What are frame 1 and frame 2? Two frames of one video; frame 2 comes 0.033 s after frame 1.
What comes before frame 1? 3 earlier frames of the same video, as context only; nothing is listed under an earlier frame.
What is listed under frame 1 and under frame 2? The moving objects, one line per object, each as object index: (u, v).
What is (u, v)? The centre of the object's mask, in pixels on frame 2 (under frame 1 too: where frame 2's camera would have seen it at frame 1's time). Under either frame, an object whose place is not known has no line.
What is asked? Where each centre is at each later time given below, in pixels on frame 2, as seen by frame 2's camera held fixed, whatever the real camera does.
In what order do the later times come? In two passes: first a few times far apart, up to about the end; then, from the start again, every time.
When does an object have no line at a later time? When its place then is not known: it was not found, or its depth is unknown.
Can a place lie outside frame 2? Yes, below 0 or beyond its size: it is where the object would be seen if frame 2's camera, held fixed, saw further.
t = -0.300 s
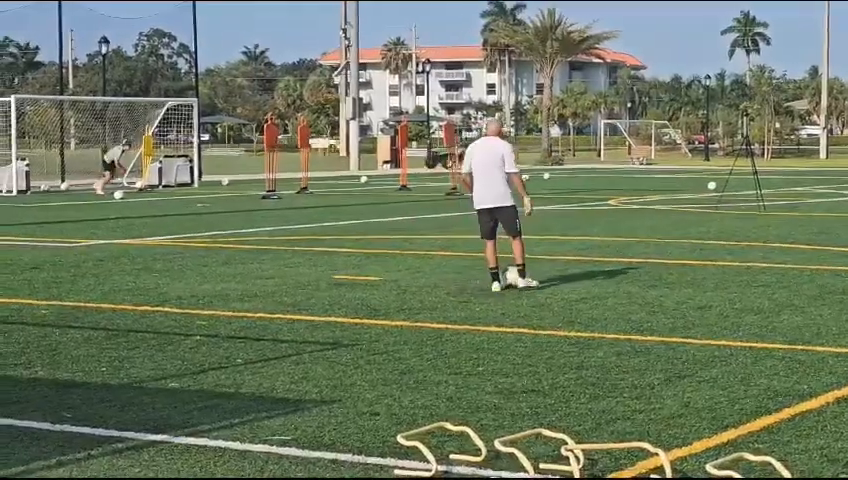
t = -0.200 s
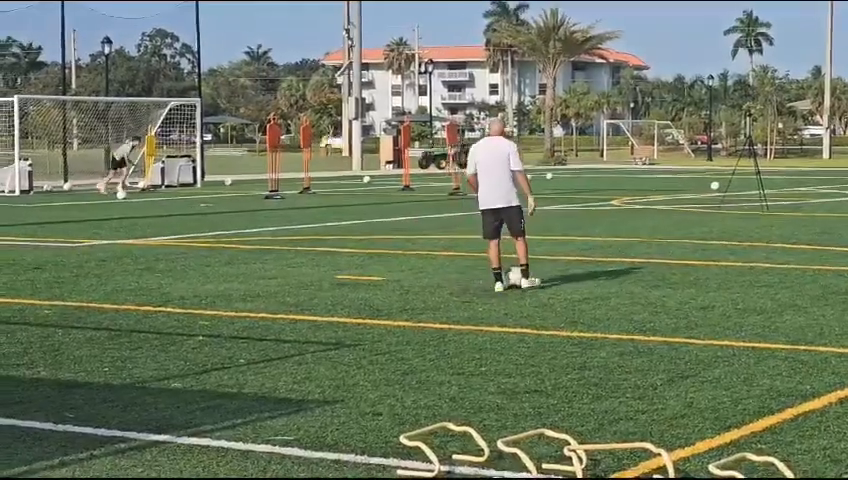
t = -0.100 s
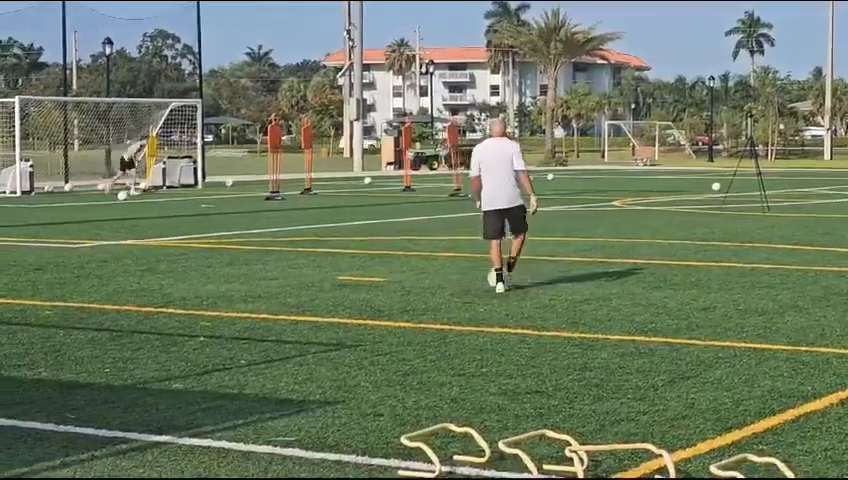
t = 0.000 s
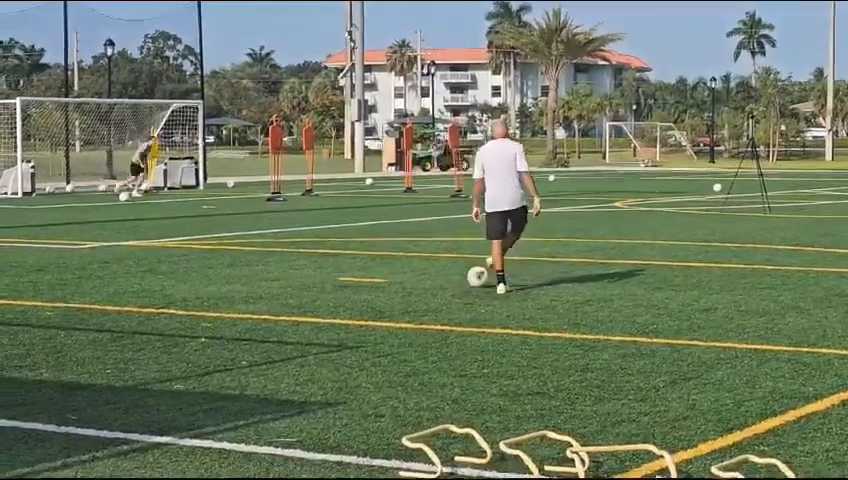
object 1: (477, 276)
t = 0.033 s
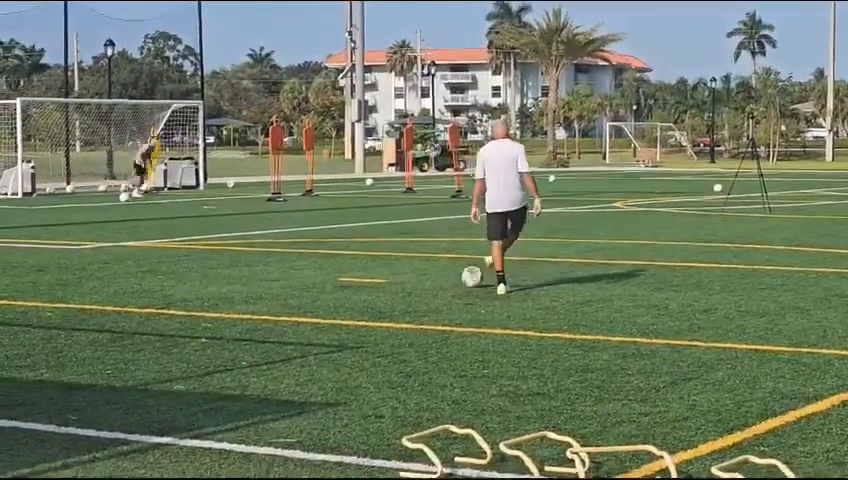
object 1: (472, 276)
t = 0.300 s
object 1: (430, 274)
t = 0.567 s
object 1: (392, 271)
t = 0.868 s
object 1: (354, 270)
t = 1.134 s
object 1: (323, 267)
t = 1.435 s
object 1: (291, 266)
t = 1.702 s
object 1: (265, 265)
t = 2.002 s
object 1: (238, 264)
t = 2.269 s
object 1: (216, 263)
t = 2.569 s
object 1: (193, 262)
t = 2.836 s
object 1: (175, 261)
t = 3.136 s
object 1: (158, 261)
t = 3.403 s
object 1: (143, 260)
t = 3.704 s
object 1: (130, 260)
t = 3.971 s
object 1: (123, 259)
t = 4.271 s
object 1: (115, 259)
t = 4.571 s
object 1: (110, 258)
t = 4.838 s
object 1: (107, 258)
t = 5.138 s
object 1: (106, 257)
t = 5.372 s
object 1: (106, 257)
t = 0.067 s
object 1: (467, 276)
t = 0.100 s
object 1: (461, 276)
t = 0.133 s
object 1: (456, 276)
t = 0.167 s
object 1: (450, 275)
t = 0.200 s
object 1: (445, 275)
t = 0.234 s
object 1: (440, 275)
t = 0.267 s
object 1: (435, 274)
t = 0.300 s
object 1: (430, 274)
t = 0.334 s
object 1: (426, 274)
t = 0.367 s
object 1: (420, 273)
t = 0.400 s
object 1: (416, 274)
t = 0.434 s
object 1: (411, 273)
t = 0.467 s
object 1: (406, 273)
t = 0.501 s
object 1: (402, 272)
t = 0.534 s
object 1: (398, 272)
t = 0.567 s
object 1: (392, 271)
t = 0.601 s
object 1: (388, 271)
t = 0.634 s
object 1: (383, 271)
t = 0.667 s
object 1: (379, 270)
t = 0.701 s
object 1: (375, 270)
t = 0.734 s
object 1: (371, 270)
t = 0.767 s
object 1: (366, 270)
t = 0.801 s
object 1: (361, 270)
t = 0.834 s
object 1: (357, 270)
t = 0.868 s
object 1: (354, 270)
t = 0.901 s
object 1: (350, 269)
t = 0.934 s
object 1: (346, 269)
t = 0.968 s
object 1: (342, 269)
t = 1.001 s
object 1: (338, 269)
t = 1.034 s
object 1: (334, 269)
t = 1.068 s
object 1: (330, 268)
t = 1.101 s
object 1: (327, 268)
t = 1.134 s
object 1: (323, 267)
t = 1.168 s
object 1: (319, 267)
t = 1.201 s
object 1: (316, 268)
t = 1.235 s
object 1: (312, 267)
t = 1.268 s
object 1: (309, 267)
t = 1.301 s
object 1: (305, 267)
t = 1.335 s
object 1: (301, 266)
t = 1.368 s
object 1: (298, 266)
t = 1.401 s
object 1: (294, 267)
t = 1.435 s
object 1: (291, 266)
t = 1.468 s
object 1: (288, 267)
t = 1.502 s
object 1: (285, 266)
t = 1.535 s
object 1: (283, 266)
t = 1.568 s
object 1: (277, 266)
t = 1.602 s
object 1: (275, 266)
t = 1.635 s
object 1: (272, 265)
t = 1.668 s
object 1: (268, 265)
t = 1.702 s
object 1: (265, 265)
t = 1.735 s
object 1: (262, 265)
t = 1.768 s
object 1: (258, 264)
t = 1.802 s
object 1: (255, 265)
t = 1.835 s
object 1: (253, 264)
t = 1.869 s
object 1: (250, 264)
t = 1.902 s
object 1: (247, 264)
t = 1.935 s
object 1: (244, 265)
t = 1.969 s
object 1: (241, 264)
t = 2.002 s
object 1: (238, 264)
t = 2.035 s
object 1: (235, 264)
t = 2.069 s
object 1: (232, 264)
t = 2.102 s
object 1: (229, 264)
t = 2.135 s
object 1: (226, 263)
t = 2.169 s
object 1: (224, 263)
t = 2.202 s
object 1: (221, 263)
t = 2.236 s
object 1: (218, 263)
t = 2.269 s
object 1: (216, 263)
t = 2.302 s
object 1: (213, 263)
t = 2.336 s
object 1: (210, 263)
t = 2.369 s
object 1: (208, 262)
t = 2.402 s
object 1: (205, 262)
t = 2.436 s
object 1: (203, 262)
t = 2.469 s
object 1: (200, 263)
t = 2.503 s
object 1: (198, 262)
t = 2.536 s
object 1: (195, 262)
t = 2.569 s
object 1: (193, 262)
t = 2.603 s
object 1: (190, 262)
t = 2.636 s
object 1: (188, 262)
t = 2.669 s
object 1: (186, 262)
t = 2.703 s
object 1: (184, 262)
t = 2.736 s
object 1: (181, 262)
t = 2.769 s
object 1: (179, 262)
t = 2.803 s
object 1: (177, 262)
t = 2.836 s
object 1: (175, 261)
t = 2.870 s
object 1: (174, 262)
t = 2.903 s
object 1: (172, 261)
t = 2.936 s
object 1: (169, 261)
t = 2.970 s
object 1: (167, 261)
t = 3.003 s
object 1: (165, 261)
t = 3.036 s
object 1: (163, 261)
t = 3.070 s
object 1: (161, 261)
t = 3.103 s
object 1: (159, 261)
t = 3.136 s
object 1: (158, 261)
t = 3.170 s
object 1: (156, 260)
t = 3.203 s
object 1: (154, 261)
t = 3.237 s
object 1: (152, 260)
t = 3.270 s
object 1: (150, 260)
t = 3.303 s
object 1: (149, 260)
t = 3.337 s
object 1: (147, 260)
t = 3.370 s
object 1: (145, 260)
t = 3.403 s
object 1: (143, 260)
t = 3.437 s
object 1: (142, 260)
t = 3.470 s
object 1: (140, 260)
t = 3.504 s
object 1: (138, 260)
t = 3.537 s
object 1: (137, 260)
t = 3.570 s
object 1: (136, 260)
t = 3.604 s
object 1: (134, 260)
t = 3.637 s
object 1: (133, 260)
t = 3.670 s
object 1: (132, 260)
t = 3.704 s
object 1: (130, 260)
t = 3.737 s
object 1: (130, 260)
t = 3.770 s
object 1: (128, 259)
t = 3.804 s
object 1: (128, 259)
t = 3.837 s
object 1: (126, 259)
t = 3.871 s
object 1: (126, 259)
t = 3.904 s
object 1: (125, 259)
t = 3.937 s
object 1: (124, 259)
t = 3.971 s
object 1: (123, 259)
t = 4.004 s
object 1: (122, 259)
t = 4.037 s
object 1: (120, 259)
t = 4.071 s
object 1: (119, 259)
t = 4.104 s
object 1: (119, 260)
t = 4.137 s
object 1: (118, 260)
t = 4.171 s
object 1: (117, 259)
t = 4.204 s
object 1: (116, 259)
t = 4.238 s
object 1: (116, 259)
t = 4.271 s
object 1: (115, 259)
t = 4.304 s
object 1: (114, 259)
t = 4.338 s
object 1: (114, 258)
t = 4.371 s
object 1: (113, 259)
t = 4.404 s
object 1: (113, 258)
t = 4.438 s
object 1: (112, 258)
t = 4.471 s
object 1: (111, 258)
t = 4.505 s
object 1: (111, 258)
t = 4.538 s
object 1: (110, 258)
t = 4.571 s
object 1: (110, 258)
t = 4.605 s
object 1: (109, 258)
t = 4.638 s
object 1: (109, 258)
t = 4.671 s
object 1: (109, 258)
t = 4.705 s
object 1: (108, 258)
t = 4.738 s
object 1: (108, 258)
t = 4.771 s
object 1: (108, 258)
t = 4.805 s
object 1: (107, 258)
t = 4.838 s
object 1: (107, 258)
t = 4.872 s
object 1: (106, 258)
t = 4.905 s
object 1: (106, 258)
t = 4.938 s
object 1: (106, 258)
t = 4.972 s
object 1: (106, 258)
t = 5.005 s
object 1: (106, 258)
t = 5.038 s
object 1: (106, 258)
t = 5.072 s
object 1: (106, 258)
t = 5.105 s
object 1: (106, 258)
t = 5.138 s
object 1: (106, 257)
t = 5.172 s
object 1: (106, 258)
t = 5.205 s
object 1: (106, 258)
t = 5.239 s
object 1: (106, 257)
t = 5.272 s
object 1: (106, 257)
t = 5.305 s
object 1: (106, 257)
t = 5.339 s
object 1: (106, 257)
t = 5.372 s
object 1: (106, 257)
